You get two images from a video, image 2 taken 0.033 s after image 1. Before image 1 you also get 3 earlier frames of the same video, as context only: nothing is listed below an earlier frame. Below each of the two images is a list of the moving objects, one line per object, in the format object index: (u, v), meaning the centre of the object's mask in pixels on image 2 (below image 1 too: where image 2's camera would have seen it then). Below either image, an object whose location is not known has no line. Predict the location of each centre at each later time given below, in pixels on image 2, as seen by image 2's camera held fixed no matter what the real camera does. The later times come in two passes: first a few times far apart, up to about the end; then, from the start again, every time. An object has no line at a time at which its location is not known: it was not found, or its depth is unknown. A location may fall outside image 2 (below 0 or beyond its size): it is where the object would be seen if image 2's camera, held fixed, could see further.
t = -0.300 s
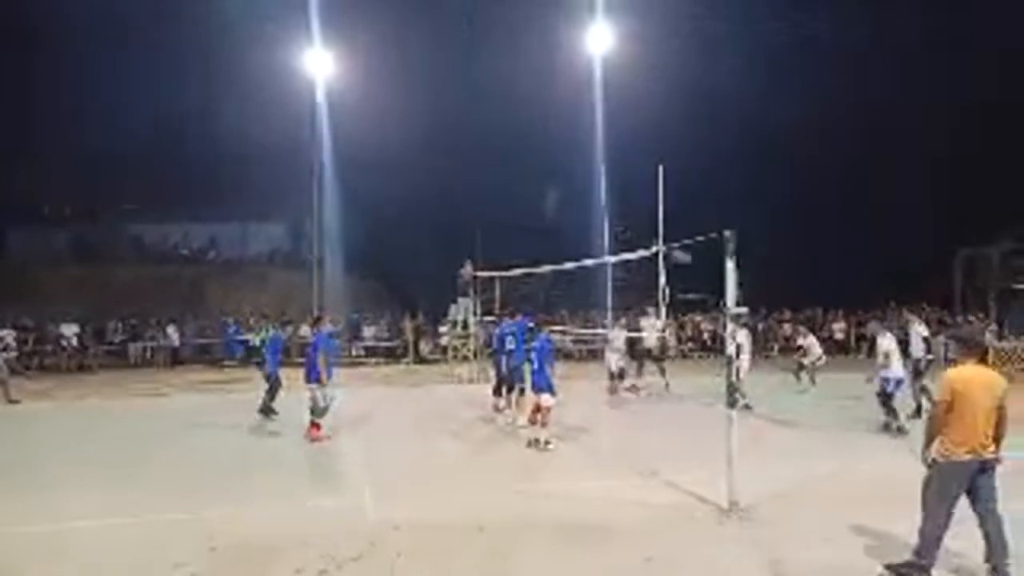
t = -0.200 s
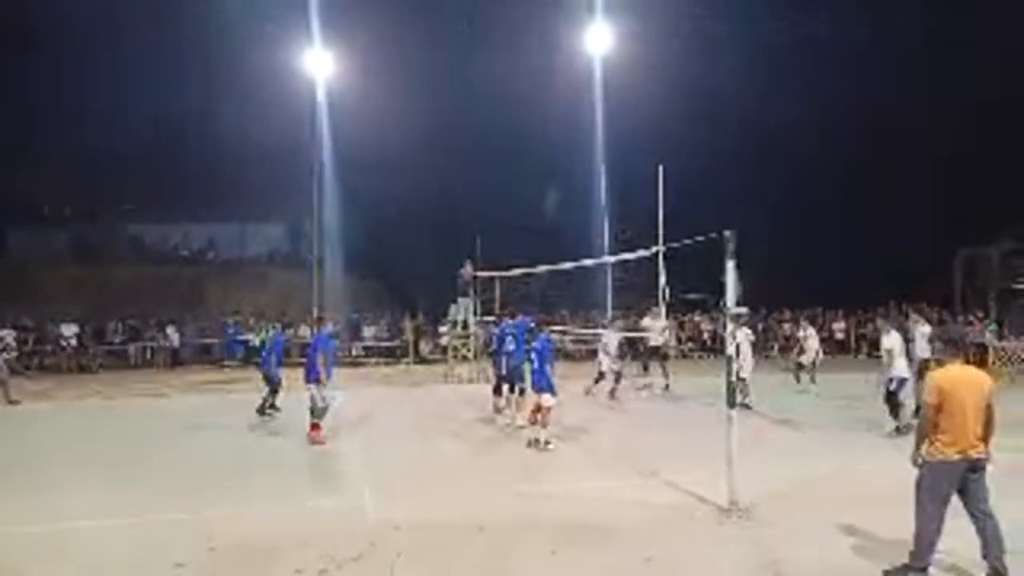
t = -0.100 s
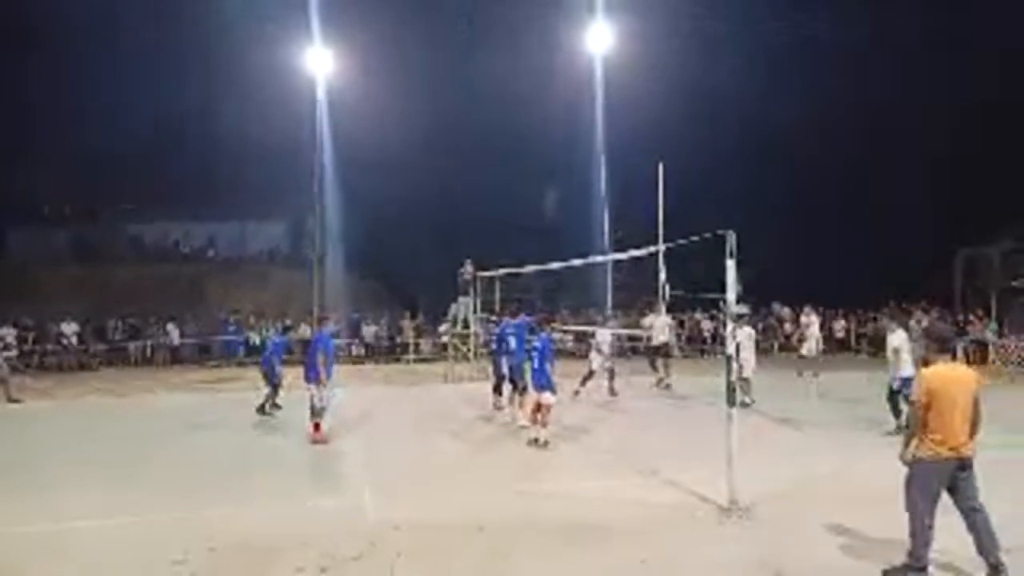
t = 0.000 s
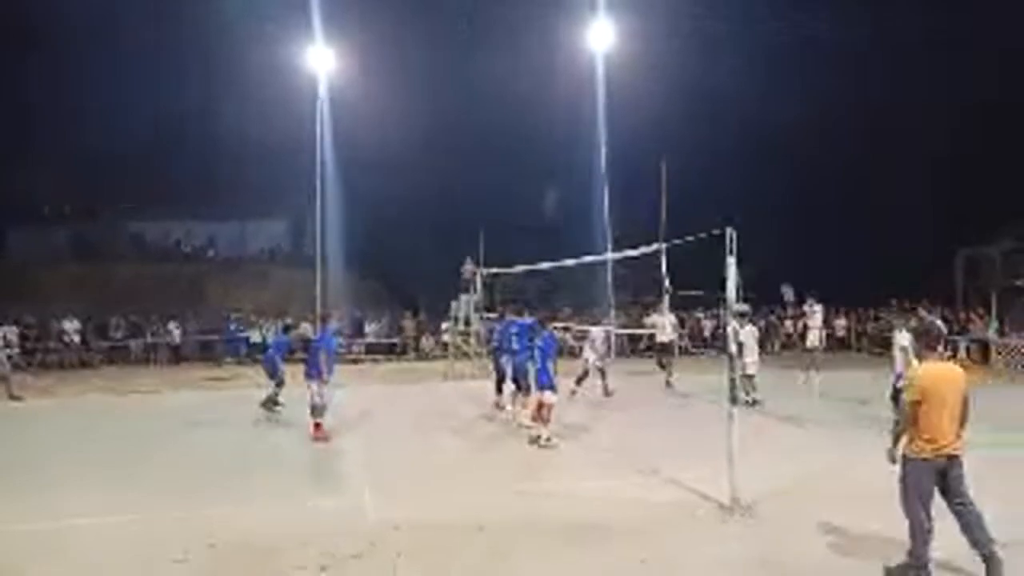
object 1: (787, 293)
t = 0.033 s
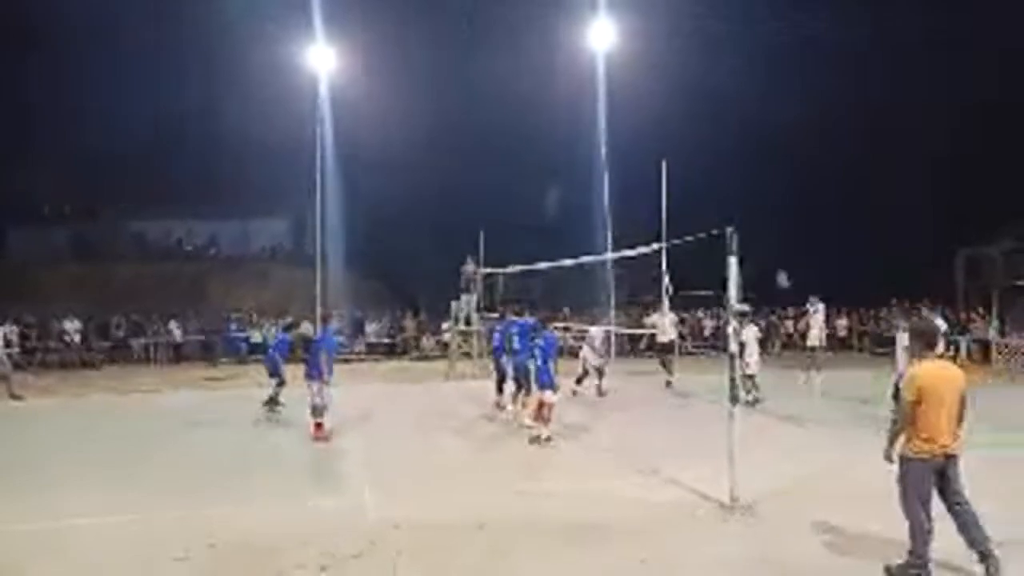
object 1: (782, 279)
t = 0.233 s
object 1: (750, 216)
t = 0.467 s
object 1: (716, 174)
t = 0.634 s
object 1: (693, 158)
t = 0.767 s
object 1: (676, 159)
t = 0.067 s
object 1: (777, 268)
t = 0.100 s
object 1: (772, 256)
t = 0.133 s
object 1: (766, 245)
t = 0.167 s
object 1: (761, 235)
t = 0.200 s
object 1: (756, 225)
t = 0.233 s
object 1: (750, 216)
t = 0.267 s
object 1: (747, 209)
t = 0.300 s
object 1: (741, 201)
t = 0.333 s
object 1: (736, 196)
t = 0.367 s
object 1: (730, 190)
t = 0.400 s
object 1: (726, 183)
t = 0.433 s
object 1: (720, 178)
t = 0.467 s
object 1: (716, 174)
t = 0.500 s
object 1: (710, 169)
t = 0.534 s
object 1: (705, 165)
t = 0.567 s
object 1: (701, 163)
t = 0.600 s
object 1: (696, 160)
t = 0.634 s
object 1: (693, 158)
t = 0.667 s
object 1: (688, 158)
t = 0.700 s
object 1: (683, 158)
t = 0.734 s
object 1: (680, 158)
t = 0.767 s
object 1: (676, 159)
